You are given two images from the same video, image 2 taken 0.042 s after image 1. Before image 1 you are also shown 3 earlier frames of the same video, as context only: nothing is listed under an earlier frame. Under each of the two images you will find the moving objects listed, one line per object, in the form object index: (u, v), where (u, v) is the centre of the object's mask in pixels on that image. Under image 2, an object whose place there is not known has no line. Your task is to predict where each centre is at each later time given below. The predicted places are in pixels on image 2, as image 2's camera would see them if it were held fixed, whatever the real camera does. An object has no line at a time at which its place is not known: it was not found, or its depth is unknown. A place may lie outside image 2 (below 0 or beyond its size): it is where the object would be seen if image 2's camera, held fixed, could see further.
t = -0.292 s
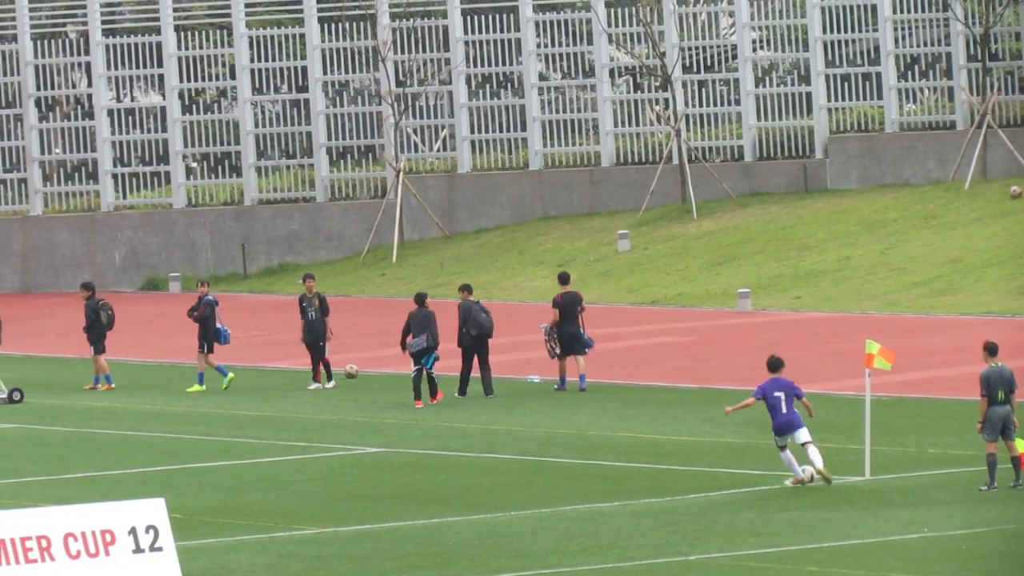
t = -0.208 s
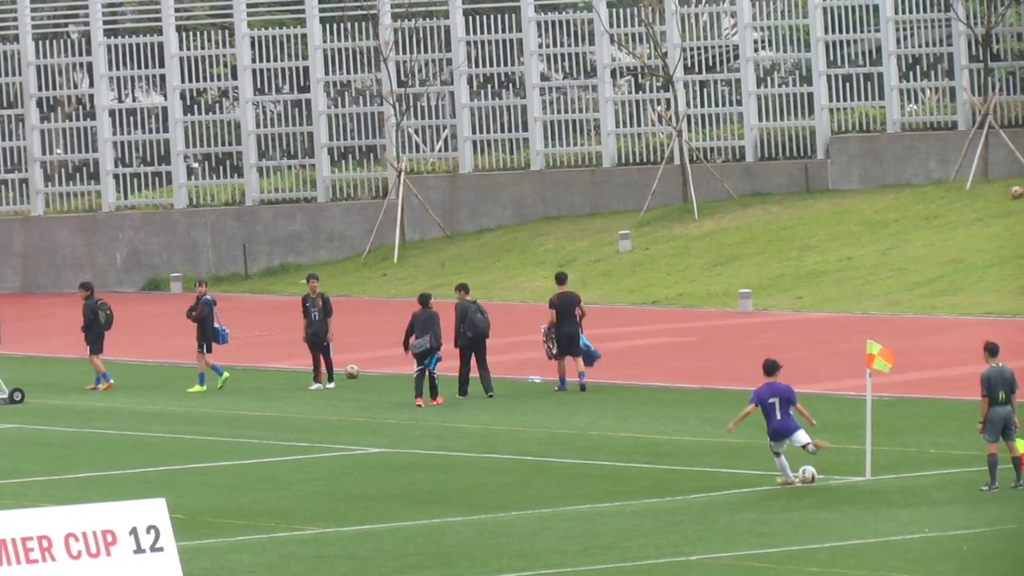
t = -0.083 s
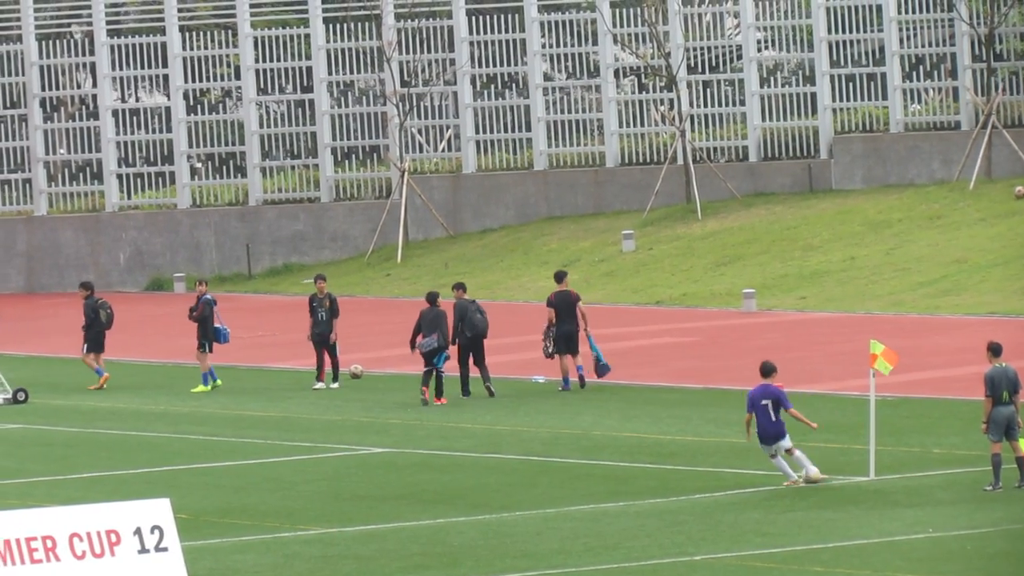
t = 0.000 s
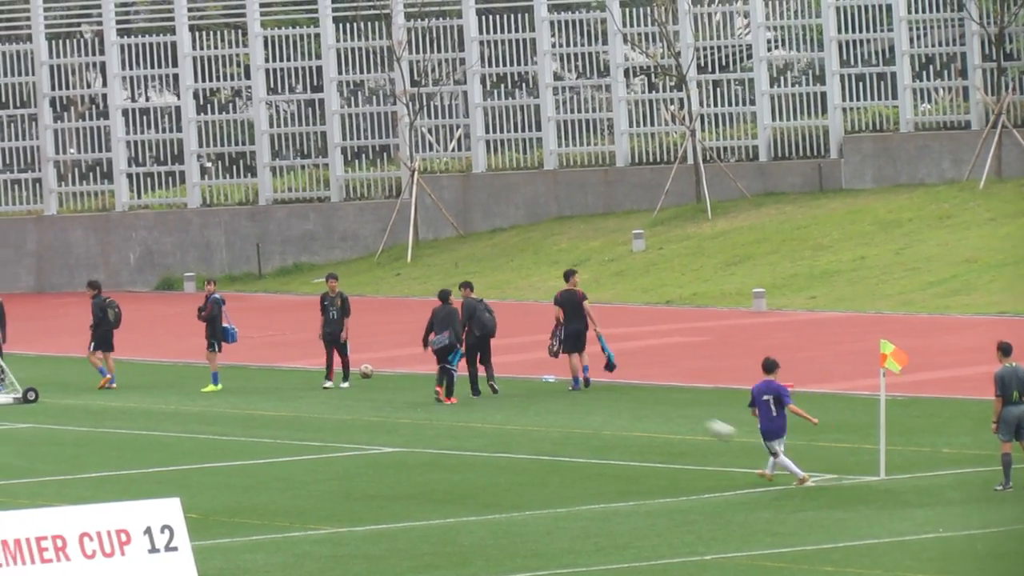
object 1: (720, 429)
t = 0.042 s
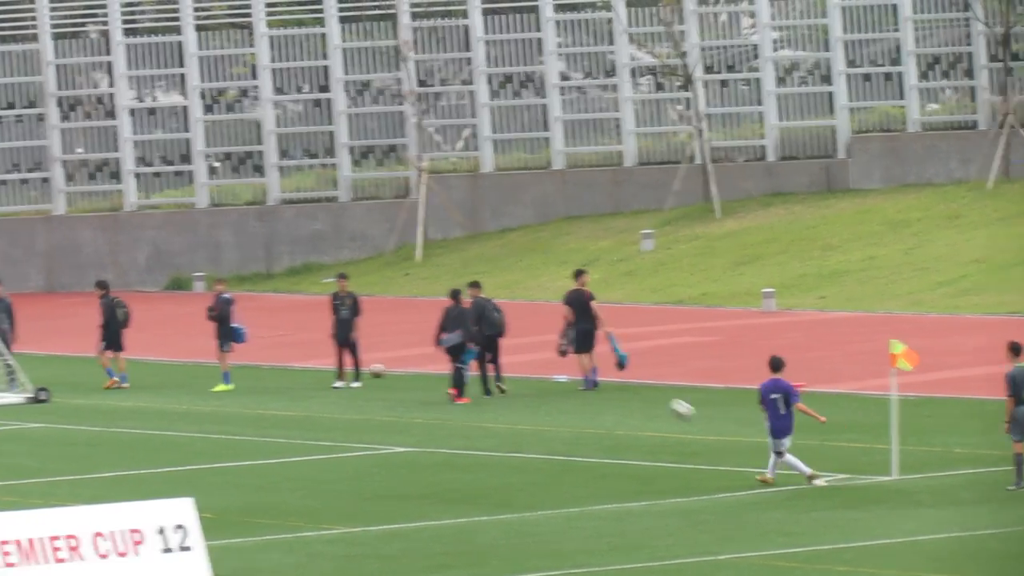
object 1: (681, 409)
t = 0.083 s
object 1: (631, 389)
